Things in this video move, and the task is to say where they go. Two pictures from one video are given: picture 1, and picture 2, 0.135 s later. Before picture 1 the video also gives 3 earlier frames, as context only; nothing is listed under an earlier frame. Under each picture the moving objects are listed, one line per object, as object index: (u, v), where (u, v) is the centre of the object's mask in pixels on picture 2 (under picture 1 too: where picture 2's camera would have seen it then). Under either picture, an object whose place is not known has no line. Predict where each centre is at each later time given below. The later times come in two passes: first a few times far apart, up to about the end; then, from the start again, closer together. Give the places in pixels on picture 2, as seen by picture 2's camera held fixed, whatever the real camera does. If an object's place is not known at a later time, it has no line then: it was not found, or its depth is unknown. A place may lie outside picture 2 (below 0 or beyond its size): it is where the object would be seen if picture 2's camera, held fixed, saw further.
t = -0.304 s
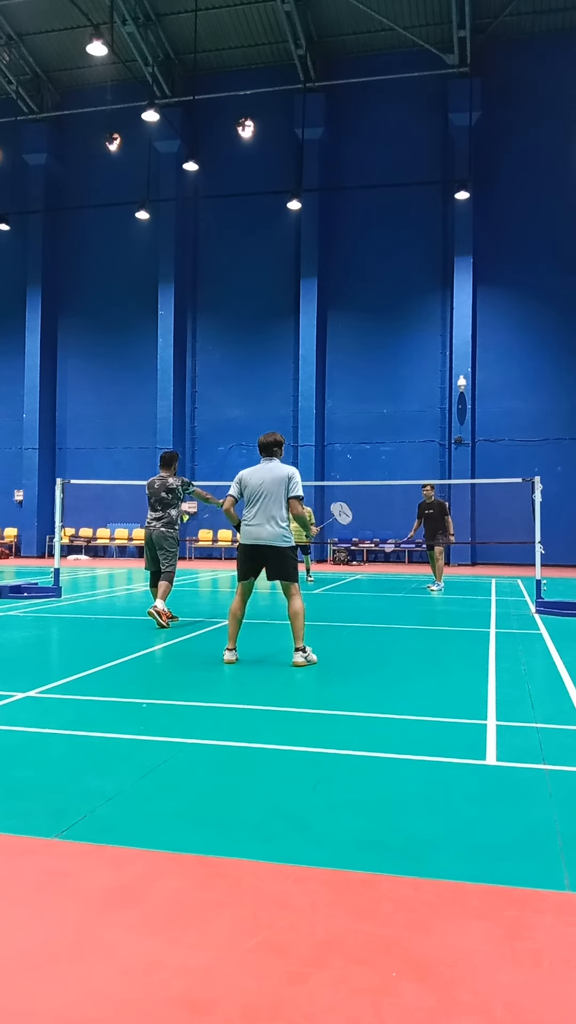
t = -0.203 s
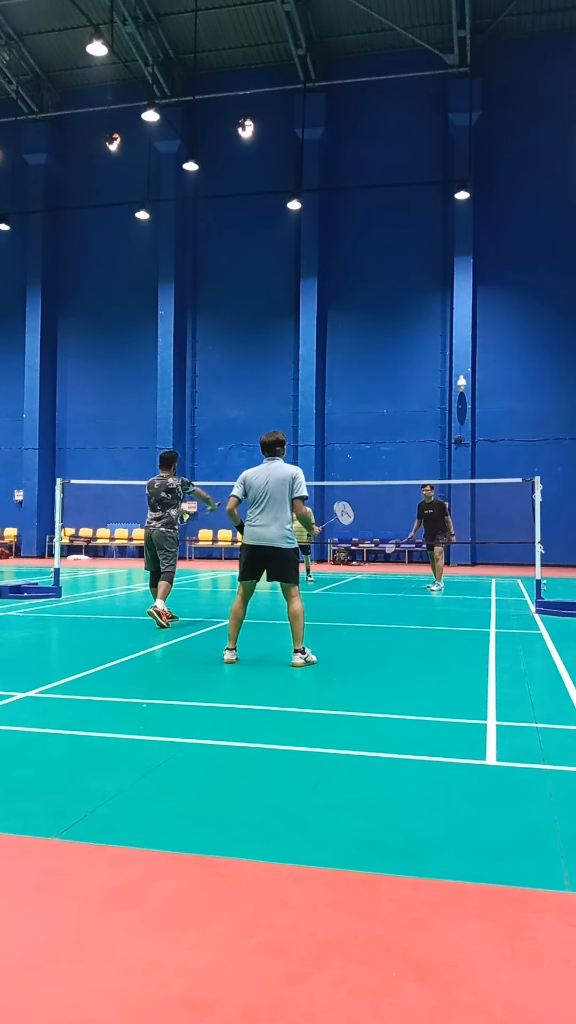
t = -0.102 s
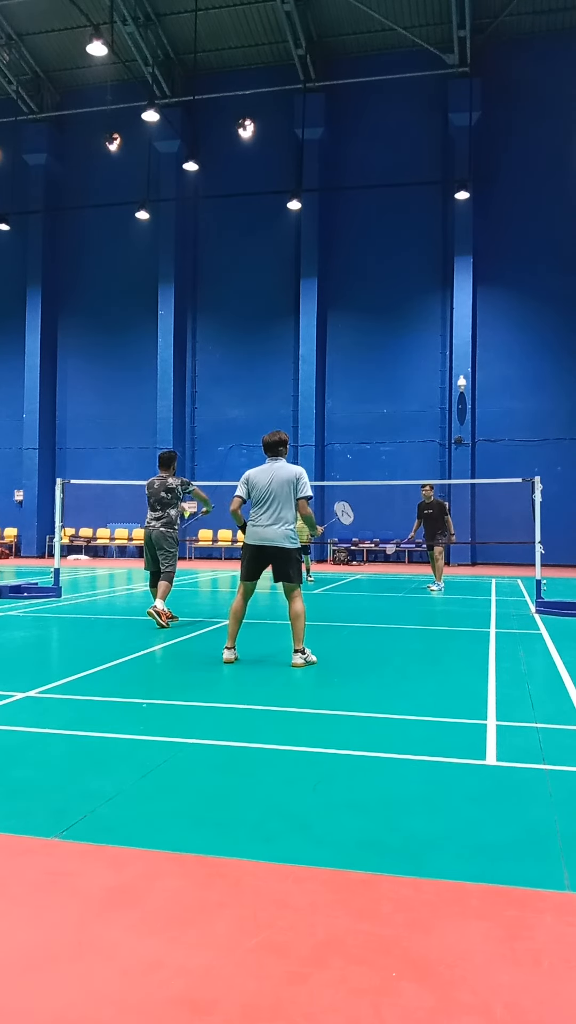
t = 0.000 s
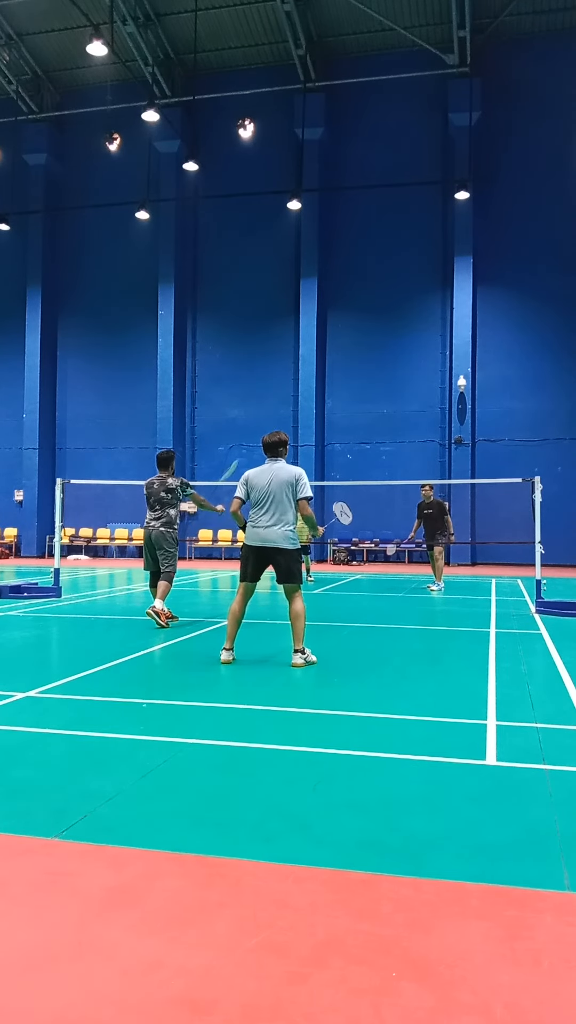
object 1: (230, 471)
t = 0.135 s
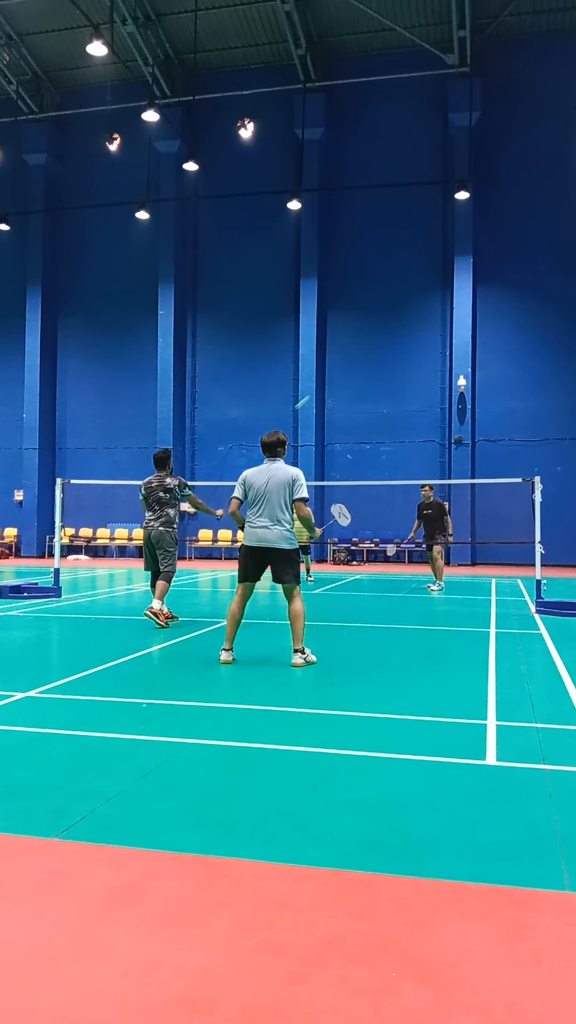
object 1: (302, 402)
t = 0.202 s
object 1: (326, 383)
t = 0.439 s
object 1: (382, 359)
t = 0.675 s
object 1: (417, 373)
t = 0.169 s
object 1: (315, 391)
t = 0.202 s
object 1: (326, 383)
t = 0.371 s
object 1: (370, 361)
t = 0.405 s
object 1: (376, 360)
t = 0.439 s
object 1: (382, 359)
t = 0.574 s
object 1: (404, 364)
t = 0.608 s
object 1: (408, 366)
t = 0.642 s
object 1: (413, 369)
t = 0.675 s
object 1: (417, 373)
